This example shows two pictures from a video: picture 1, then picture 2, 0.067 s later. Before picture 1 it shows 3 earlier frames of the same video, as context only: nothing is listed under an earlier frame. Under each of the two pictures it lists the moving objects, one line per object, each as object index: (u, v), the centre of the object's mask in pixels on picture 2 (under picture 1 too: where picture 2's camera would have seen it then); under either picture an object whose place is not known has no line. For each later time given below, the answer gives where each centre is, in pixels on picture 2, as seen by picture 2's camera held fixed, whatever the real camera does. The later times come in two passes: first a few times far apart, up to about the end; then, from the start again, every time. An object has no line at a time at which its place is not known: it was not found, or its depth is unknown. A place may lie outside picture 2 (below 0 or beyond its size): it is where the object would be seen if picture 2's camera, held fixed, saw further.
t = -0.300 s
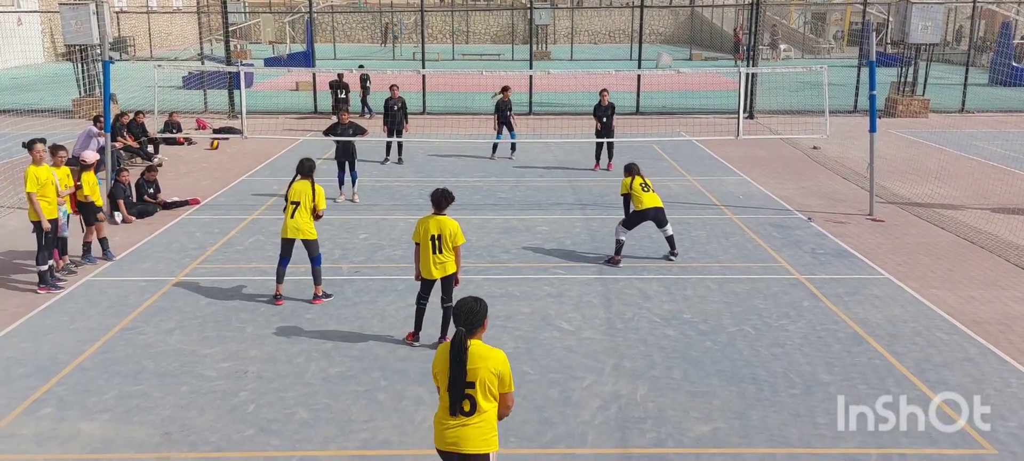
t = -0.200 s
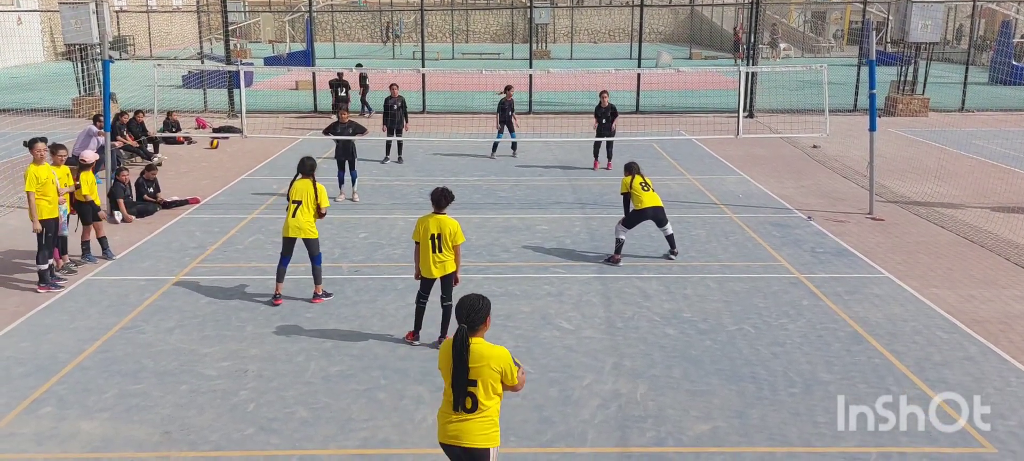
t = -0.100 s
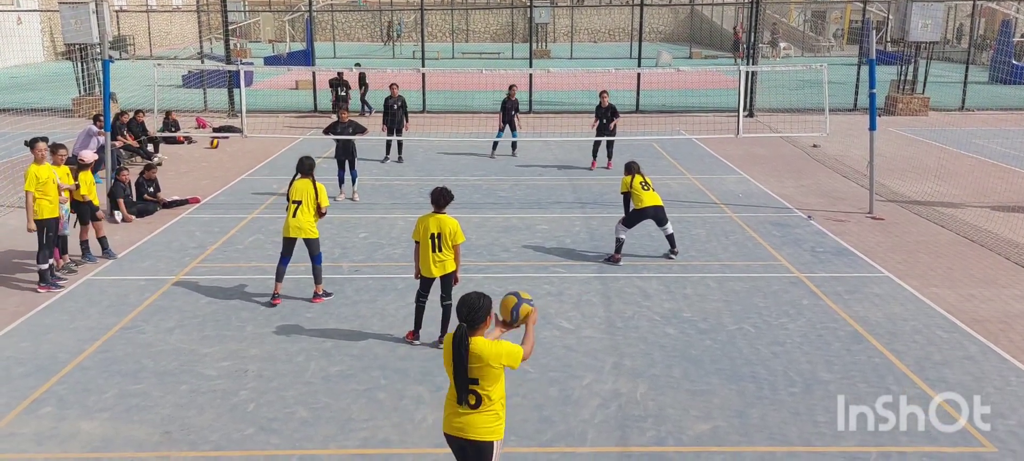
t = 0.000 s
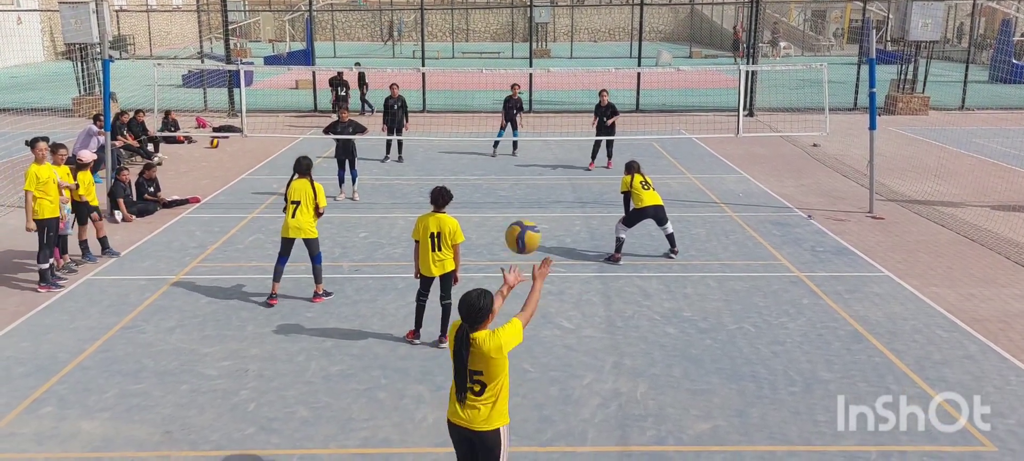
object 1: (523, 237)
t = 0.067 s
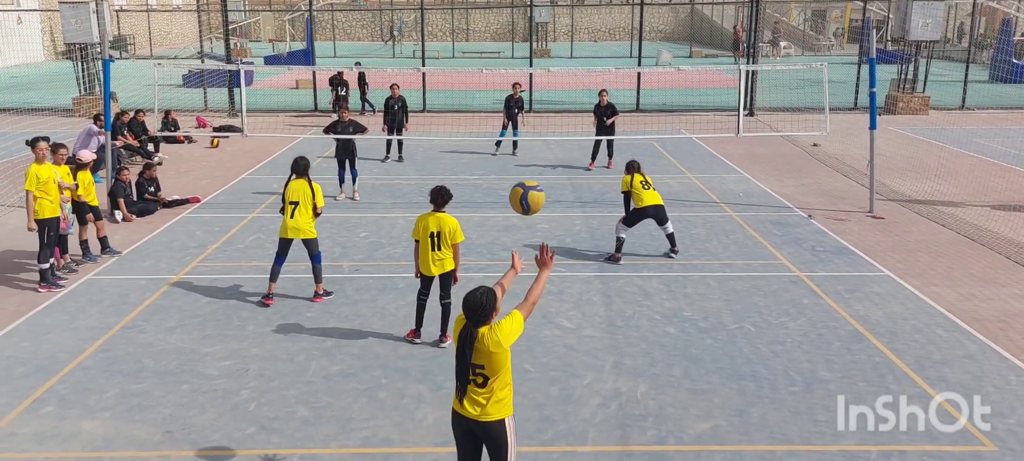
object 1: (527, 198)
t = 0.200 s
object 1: (535, 142)
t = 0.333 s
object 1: (542, 116)
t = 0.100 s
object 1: (529, 181)
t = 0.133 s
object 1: (531, 166)
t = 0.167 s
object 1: (533, 153)
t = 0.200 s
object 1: (535, 142)
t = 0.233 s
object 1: (537, 133)
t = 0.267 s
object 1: (538, 125)
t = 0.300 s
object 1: (540, 120)
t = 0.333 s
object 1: (542, 116)
